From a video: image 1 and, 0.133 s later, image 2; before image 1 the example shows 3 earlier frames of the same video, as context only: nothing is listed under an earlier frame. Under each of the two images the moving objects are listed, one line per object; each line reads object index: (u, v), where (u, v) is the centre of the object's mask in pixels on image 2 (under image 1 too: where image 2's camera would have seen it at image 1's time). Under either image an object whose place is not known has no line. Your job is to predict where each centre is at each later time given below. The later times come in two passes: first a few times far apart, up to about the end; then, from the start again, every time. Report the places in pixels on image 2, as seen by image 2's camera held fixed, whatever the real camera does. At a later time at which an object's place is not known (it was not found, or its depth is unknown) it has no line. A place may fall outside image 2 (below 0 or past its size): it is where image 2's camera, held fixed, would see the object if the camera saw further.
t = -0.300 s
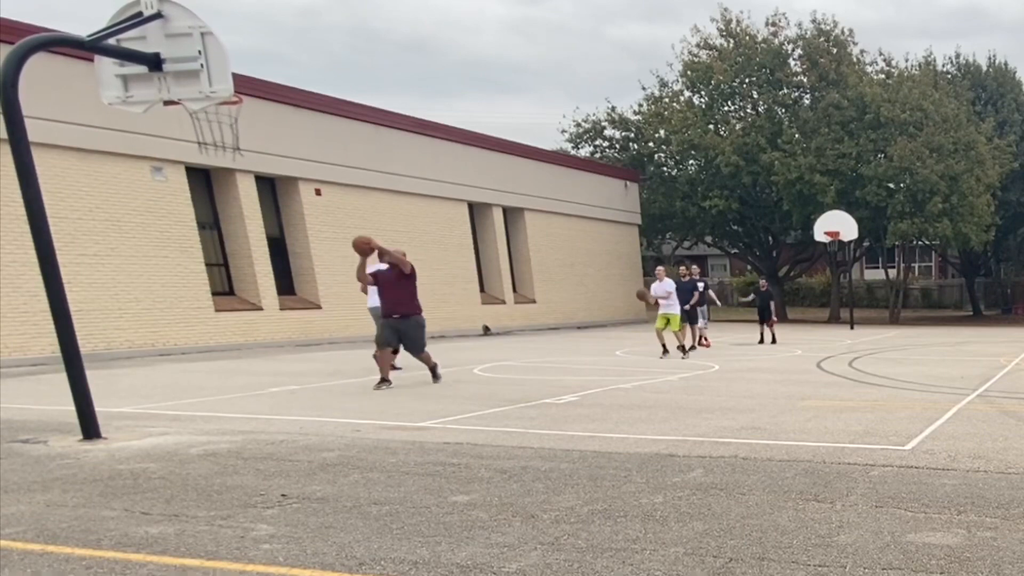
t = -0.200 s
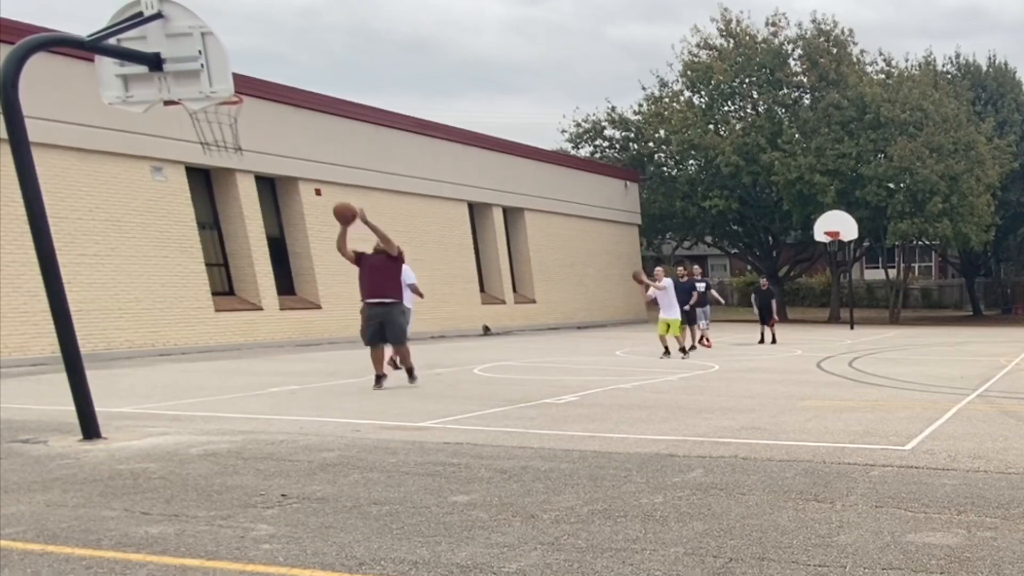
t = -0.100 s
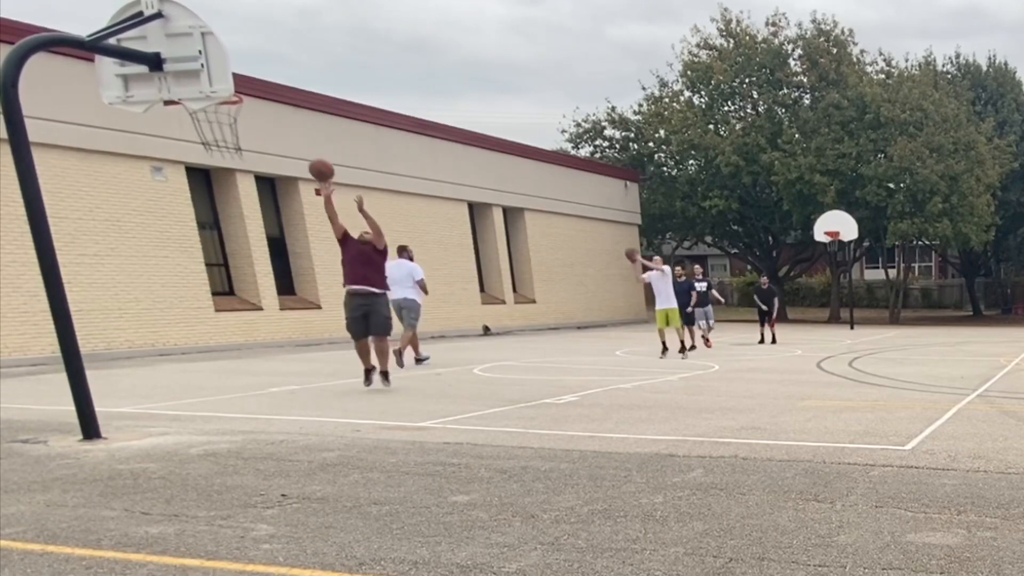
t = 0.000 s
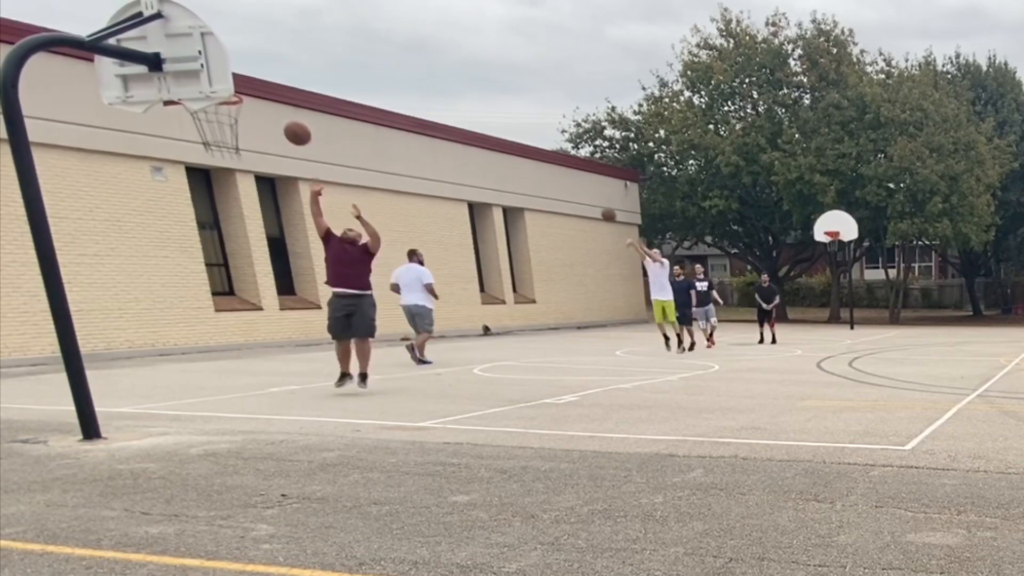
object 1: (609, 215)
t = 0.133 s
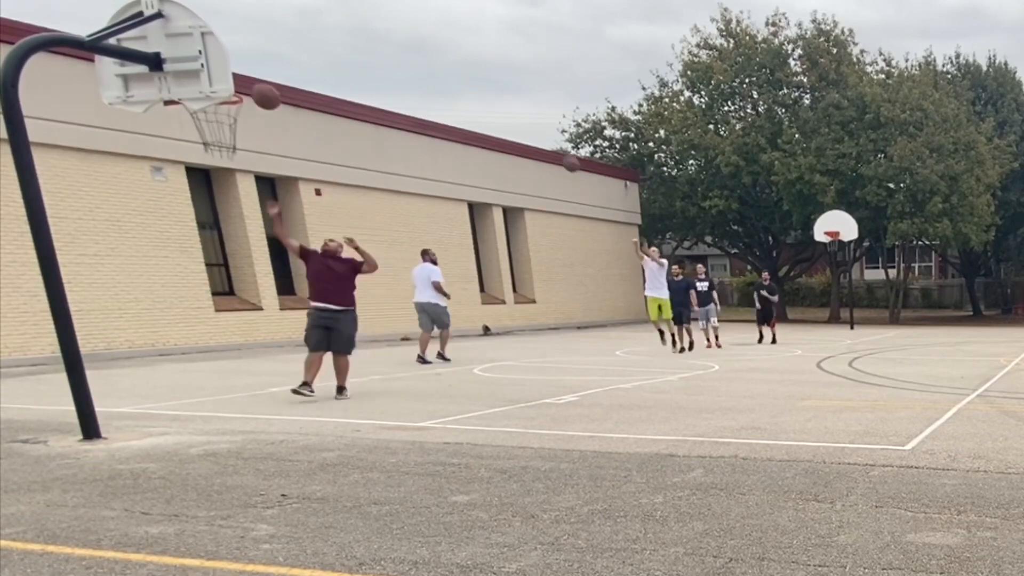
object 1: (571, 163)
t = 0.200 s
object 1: (551, 140)
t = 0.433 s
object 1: (471, 72)
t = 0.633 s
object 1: (387, 35)
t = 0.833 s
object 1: (288, 32)
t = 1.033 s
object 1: (241, 80)
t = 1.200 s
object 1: (255, 90)
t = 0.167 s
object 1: (561, 150)
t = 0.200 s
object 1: (551, 140)
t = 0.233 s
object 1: (541, 129)
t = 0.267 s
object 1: (530, 118)
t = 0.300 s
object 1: (519, 108)
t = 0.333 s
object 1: (507, 98)
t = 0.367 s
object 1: (496, 89)
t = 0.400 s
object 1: (483, 80)
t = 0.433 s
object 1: (471, 72)
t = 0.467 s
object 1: (458, 64)
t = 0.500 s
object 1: (445, 57)
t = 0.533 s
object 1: (431, 50)
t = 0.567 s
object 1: (417, 45)
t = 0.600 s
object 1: (402, 40)
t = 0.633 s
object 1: (387, 35)
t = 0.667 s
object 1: (372, 32)
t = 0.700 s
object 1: (356, 30)
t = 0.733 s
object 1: (340, 28)
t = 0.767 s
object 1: (323, 28)
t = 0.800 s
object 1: (306, 29)
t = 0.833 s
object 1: (288, 32)
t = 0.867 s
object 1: (269, 35)
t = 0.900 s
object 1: (250, 40)
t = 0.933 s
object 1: (234, 46)
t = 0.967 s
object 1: (236, 78)
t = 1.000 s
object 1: (239, 79)
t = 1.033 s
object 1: (241, 80)
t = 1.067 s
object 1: (243, 81)
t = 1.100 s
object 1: (244, 82)
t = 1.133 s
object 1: (247, 83)
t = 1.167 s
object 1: (249, 86)
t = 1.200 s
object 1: (255, 90)
